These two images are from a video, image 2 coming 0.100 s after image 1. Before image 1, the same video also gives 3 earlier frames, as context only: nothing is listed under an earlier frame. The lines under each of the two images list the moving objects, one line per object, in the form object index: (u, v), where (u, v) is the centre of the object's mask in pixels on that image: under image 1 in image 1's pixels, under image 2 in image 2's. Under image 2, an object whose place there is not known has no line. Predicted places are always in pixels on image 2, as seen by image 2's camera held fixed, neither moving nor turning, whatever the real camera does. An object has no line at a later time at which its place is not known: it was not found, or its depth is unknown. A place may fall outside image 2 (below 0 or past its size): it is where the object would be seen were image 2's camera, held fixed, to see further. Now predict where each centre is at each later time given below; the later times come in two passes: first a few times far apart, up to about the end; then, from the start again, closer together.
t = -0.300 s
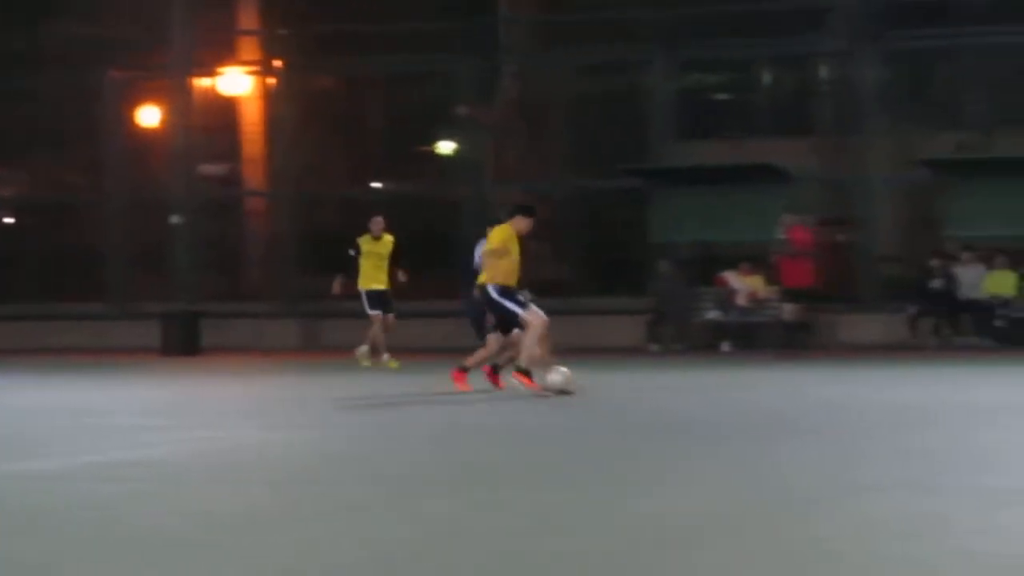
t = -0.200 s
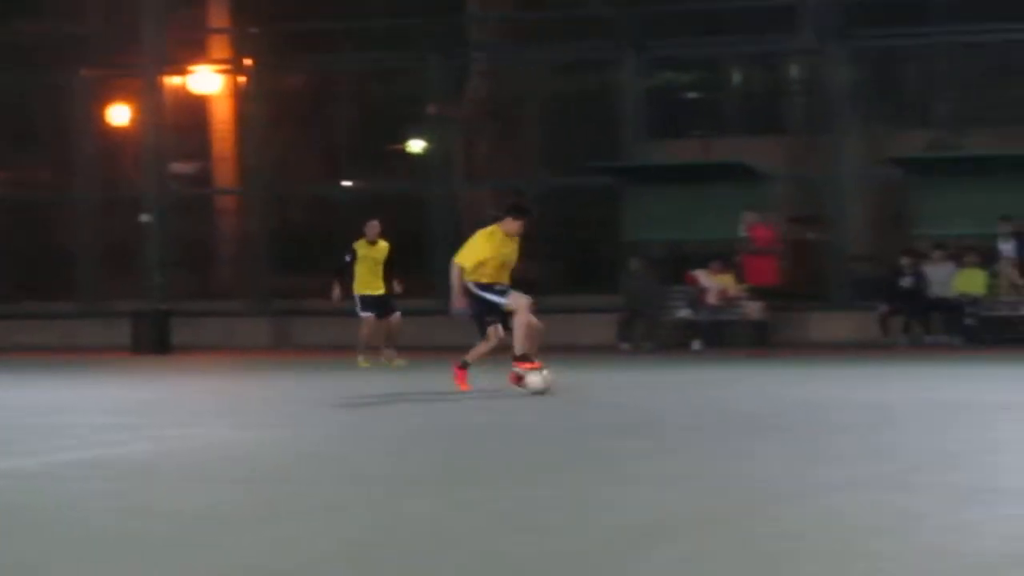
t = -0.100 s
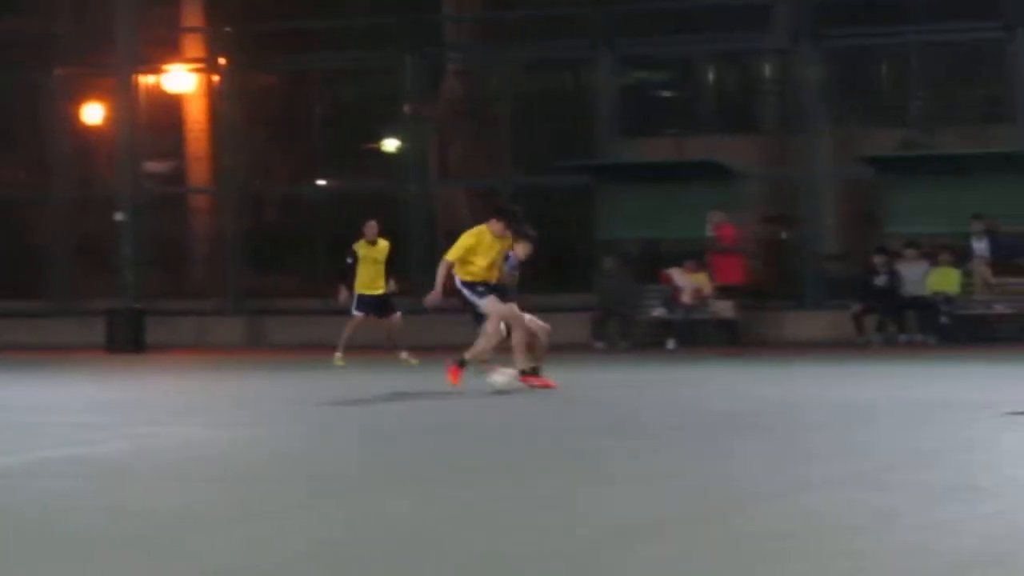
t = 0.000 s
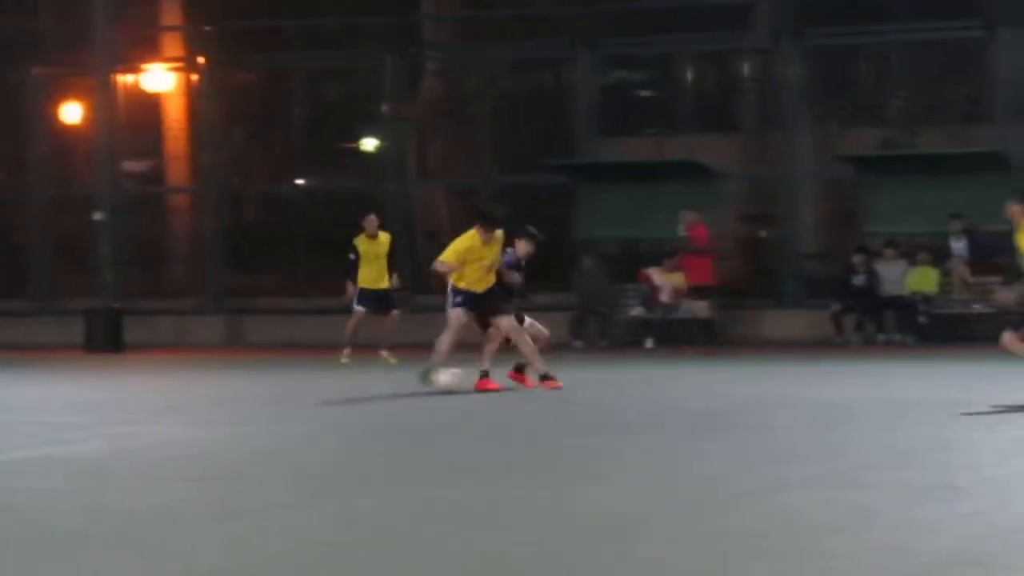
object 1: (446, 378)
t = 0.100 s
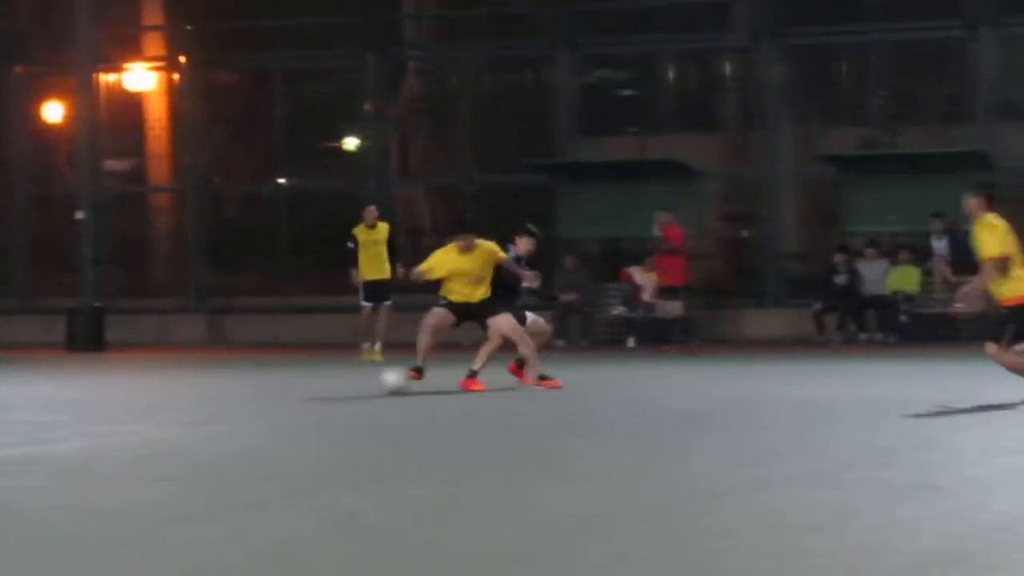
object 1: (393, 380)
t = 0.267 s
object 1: (337, 380)
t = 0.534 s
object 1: (256, 383)
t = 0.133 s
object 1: (380, 380)
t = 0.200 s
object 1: (361, 379)
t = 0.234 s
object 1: (349, 380)
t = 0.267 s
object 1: (337, 380)
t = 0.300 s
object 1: (327, 379)
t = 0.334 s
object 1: (316, 379)
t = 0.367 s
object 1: (306, 380)
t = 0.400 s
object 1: (299, 380)
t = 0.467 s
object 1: (278, 382)
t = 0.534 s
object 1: (256, 383)
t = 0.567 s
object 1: (246, 384)
